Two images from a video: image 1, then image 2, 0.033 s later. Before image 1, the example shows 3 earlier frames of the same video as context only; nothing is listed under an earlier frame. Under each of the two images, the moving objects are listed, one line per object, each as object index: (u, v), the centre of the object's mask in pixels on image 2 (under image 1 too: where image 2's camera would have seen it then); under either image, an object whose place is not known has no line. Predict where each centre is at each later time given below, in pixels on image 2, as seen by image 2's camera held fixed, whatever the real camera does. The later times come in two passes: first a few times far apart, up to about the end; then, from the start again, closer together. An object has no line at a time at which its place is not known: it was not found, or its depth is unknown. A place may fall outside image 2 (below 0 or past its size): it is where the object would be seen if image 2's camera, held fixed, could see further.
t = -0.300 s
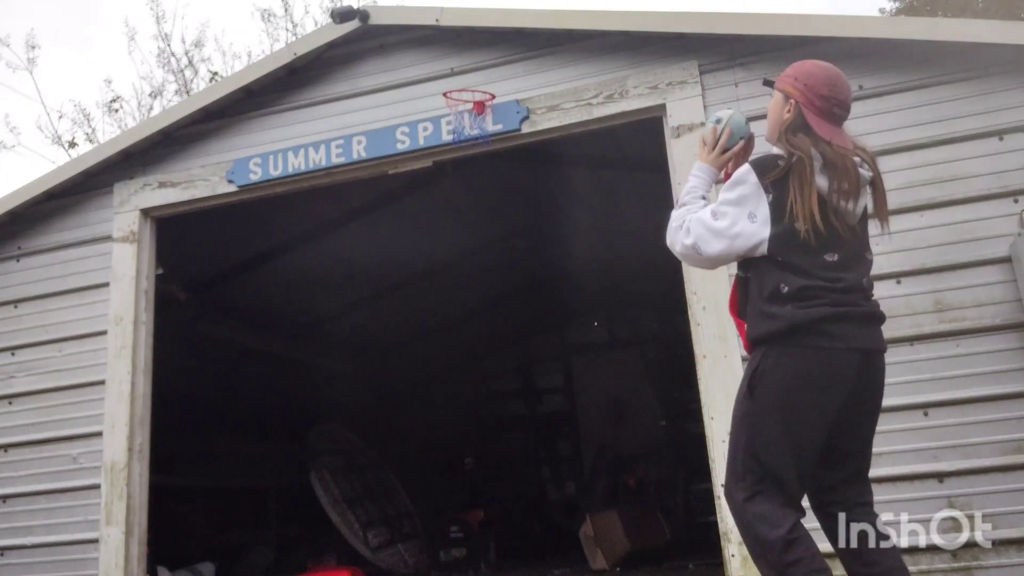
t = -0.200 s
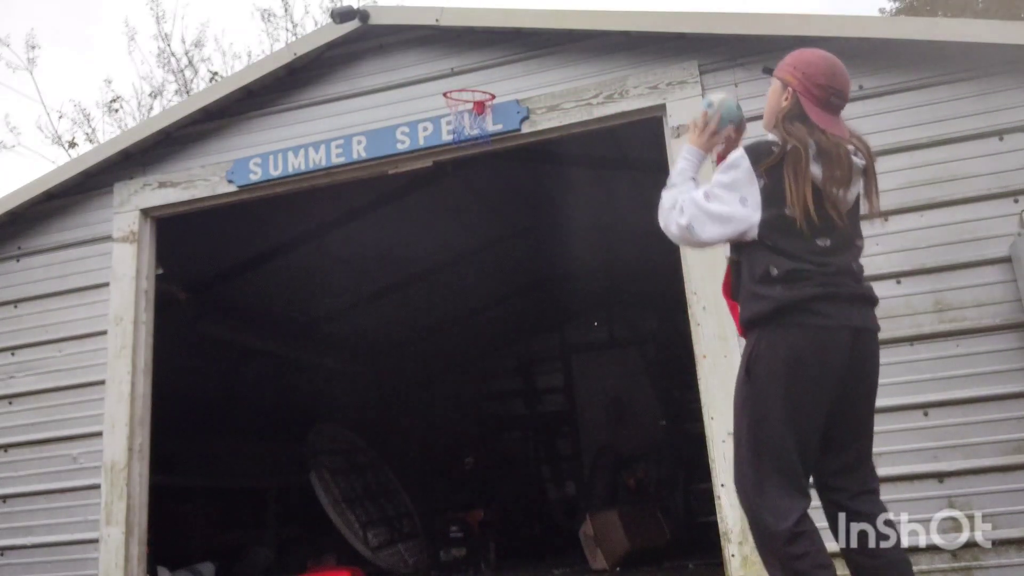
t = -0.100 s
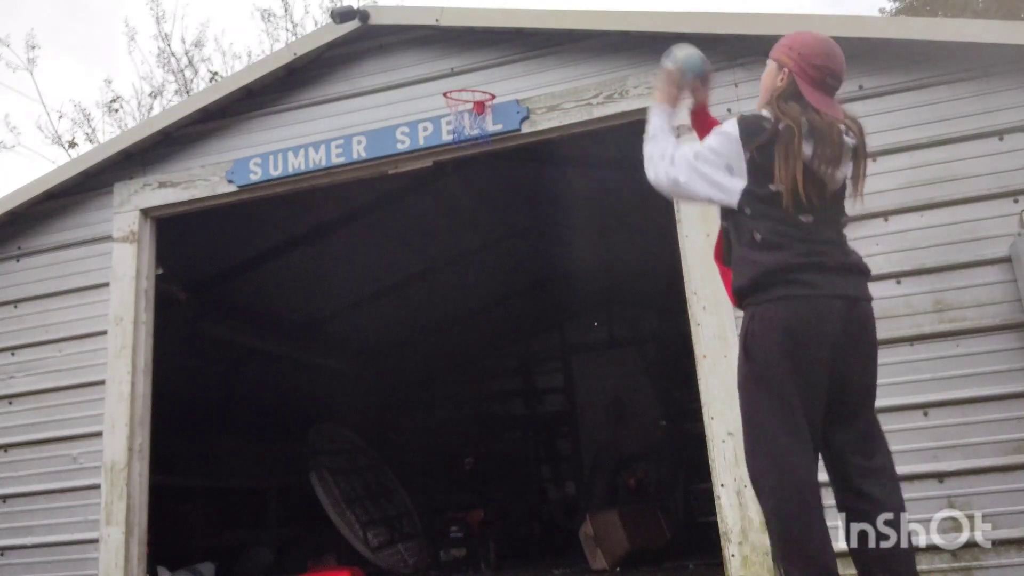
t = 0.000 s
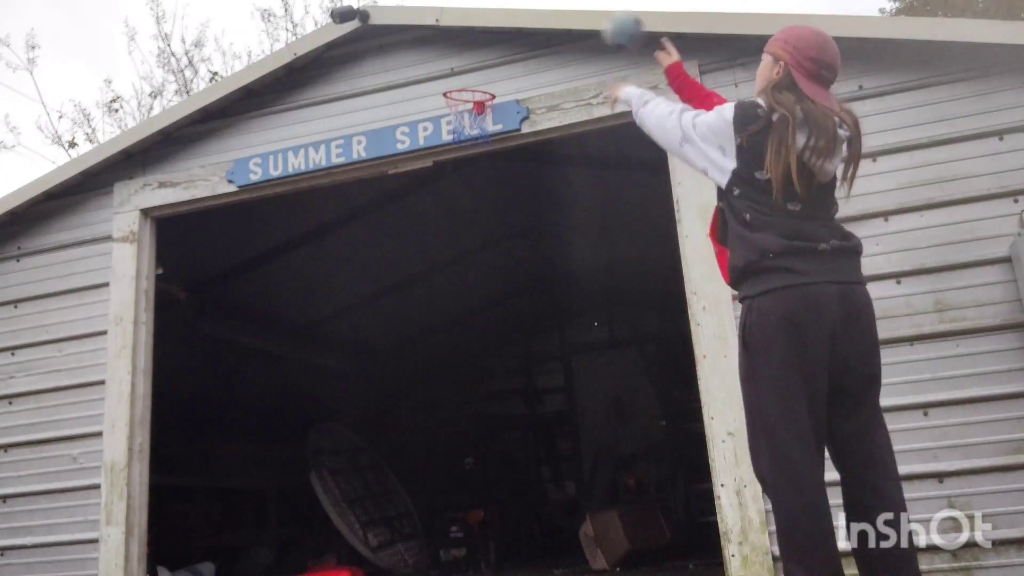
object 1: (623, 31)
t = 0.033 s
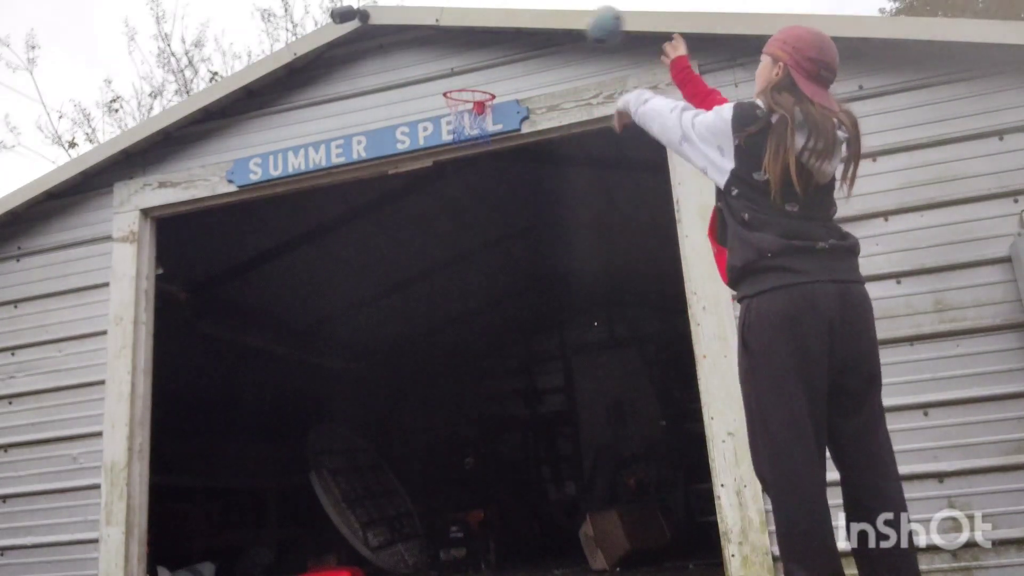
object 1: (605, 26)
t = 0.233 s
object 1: (515, 50)
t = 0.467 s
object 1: (455, 116)
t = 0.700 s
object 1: (441, 252)
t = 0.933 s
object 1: (435, 560)
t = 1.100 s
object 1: (434, 498)
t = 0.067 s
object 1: (587, 23)
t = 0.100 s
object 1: (570, 24)
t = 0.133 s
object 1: (555, 29)
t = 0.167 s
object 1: (539, 35)
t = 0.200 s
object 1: (526, 41)
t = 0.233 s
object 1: (515, 50)
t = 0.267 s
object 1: (503, 62)
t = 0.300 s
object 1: (491, 79)
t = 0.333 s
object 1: (483, 90)
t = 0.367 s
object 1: (468, 97)
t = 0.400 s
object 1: (462, 101)
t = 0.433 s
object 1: (459, 109)
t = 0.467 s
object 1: (455, 116)
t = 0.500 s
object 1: (454, 127)
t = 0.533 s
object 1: (452, 141)
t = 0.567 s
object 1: (448, 156)
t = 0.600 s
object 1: (446, 175)
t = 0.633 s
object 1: (444, 197)
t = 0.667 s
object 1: (443, 223)
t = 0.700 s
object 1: (441, 252)
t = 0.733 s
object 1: (440, 285)
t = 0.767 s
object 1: (439, 323)
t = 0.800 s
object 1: (437, 362)
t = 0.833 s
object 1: (437, 407)
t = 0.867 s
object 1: (436, 458)
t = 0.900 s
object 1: (435, 512)
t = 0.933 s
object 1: (435, 560)
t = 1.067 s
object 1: (434, 535)
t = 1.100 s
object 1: (434, 498)
